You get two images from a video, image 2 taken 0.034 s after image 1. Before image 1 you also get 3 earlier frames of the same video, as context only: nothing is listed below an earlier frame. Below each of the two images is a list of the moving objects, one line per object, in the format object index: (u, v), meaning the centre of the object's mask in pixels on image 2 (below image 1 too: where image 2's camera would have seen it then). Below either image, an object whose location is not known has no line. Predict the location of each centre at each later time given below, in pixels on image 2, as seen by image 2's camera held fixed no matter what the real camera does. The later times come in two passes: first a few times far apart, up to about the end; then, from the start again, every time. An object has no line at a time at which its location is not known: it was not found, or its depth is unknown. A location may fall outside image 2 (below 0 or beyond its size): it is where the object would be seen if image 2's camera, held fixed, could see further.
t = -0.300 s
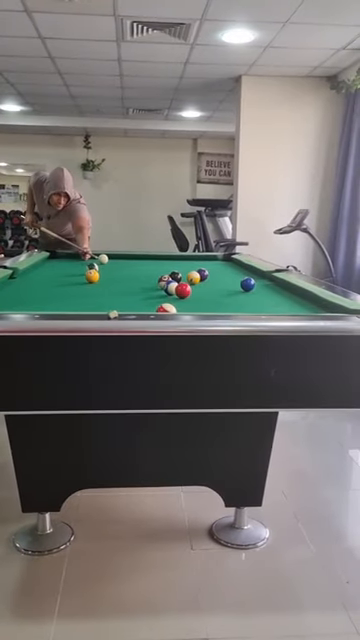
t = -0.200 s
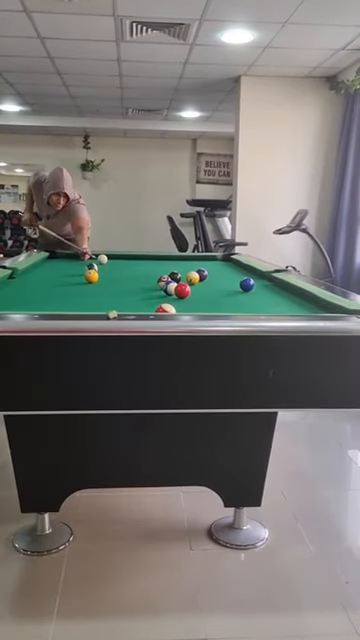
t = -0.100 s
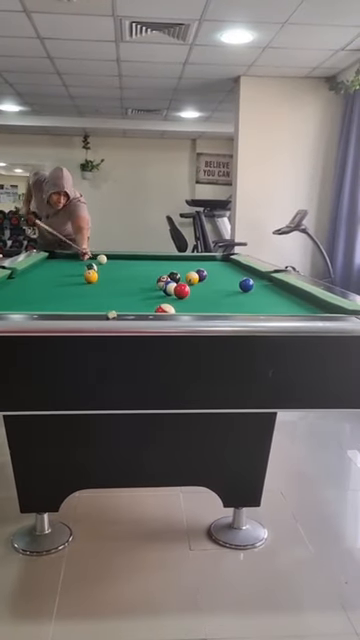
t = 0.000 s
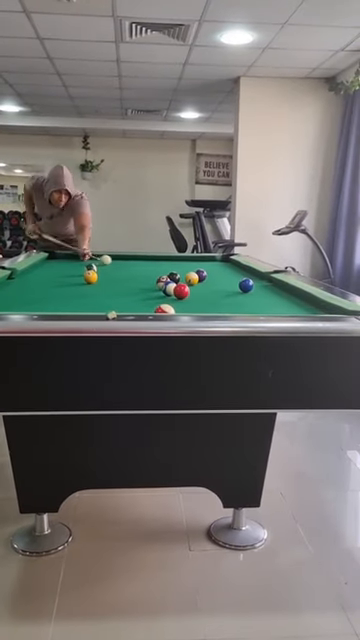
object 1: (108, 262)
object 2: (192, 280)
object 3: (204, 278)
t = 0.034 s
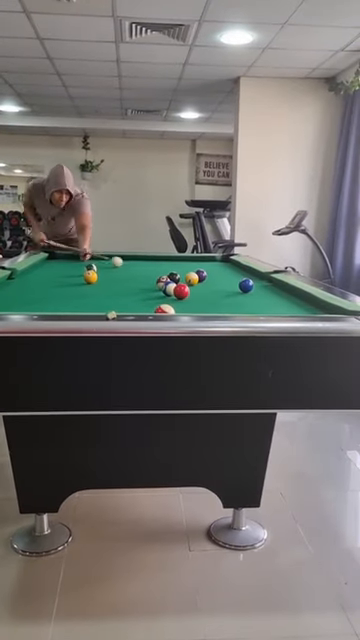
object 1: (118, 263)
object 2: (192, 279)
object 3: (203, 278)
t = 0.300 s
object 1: (180, 276)
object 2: (203, 282)
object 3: (239, 276)
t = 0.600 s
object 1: (148, 273)
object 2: (277, 301)
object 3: (218, 279)
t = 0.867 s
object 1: (123, 272)
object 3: (162, 279)
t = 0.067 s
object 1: (129, 264)
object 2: (192, 279)
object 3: (203, 278)
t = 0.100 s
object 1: (141, 267)
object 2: (192, 279)
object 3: (203, 277)
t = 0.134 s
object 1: (153, 269)
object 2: (192, 279)
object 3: (203, 277)
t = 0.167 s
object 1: (166, 270)
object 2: (192, 279)
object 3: (203, 277)
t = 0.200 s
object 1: (182, 272)
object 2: (192, 279)
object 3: (203, 277)
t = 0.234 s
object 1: (186, 274)
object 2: (192, 279)
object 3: (209, 277)
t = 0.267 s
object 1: (184, 276)
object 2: (197, 280)
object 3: (224, 277)
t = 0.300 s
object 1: (180, 276)
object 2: (203, 282)
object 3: (239, 276)
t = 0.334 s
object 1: (176, 276)
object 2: (211, 284)
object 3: (256, 276)
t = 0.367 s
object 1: (173, 275)
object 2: (218, 286)
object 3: (266, 278)
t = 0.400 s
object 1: (169, 274)
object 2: (226, 288)
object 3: (258, 278)
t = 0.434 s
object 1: (165, 273)
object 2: (234, 290)
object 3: (253, 276)
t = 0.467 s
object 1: (161, 273)
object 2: (242, 293)
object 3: (243, 276)
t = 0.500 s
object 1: (158, 273)
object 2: (251, 295)
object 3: (236, 278)
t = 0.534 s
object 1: (154, 274)
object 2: (259, 297)
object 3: (231, 279)
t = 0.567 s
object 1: (151, 273)
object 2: (268, 299)
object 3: (225, 279)
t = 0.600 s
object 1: (148, 273)
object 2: (277, 301)
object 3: (218, 279)
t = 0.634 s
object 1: (145, 273)
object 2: (286, 304)
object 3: (211, 279)
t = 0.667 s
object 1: (142, 273)
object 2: (296, 305)
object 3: (205, 280)
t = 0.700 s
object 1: (138, 273)
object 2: (306, 308)
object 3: (198, 280)
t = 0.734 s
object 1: (135, 272)
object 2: (317, 309)
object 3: (192, 280)
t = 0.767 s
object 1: (132, 272)
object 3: (185, 279)
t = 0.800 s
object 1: (129, 272)
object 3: (179, 278)
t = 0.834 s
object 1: (126, 272)
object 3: (172, 277)
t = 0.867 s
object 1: (123, 272)
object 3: (162, 279)
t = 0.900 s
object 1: (120, 273)
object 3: (157, 280)
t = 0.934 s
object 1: (117, 272)
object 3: (150, 281)
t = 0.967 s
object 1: (115, 272)
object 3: (144, 281)
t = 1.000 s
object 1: (112, 272)
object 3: (137, 281)
